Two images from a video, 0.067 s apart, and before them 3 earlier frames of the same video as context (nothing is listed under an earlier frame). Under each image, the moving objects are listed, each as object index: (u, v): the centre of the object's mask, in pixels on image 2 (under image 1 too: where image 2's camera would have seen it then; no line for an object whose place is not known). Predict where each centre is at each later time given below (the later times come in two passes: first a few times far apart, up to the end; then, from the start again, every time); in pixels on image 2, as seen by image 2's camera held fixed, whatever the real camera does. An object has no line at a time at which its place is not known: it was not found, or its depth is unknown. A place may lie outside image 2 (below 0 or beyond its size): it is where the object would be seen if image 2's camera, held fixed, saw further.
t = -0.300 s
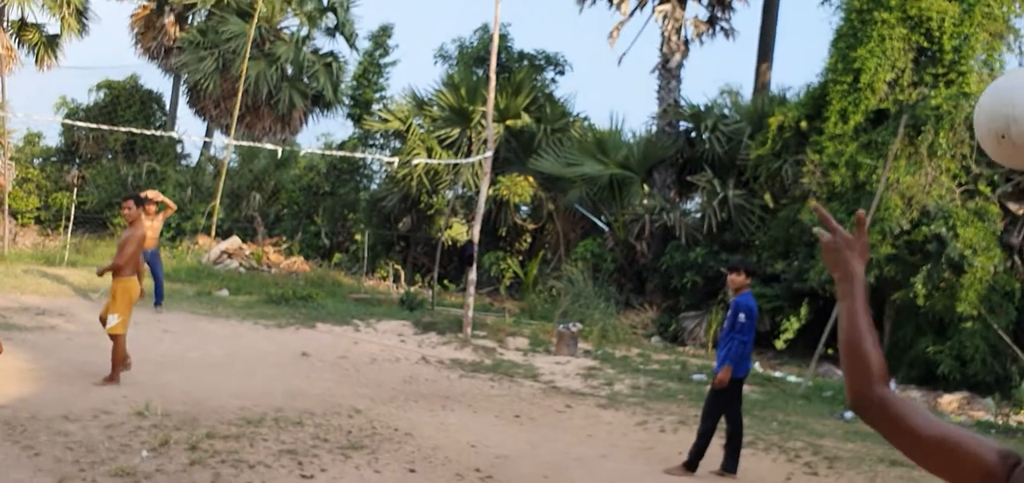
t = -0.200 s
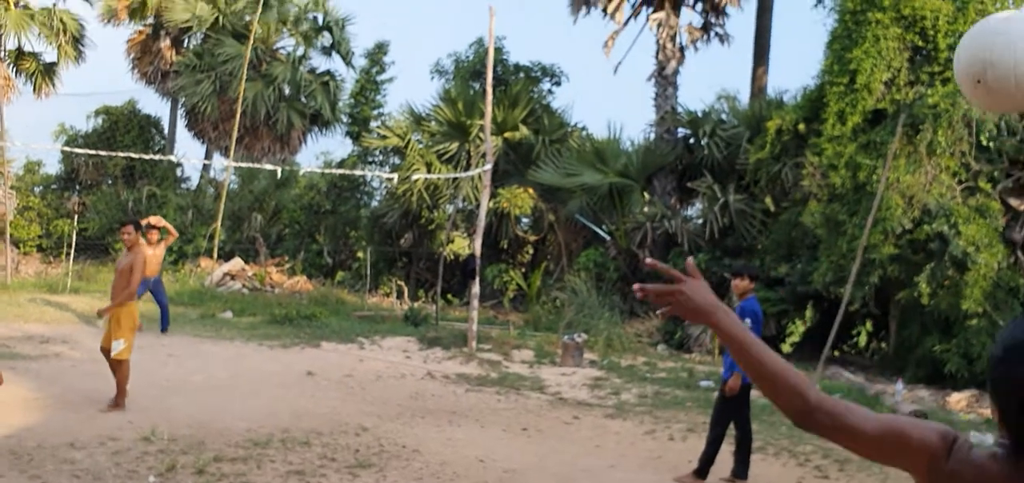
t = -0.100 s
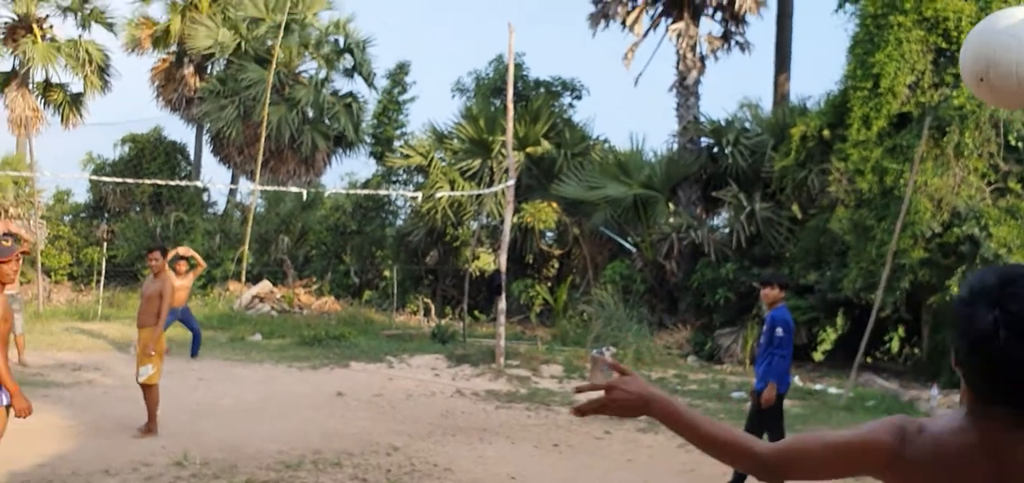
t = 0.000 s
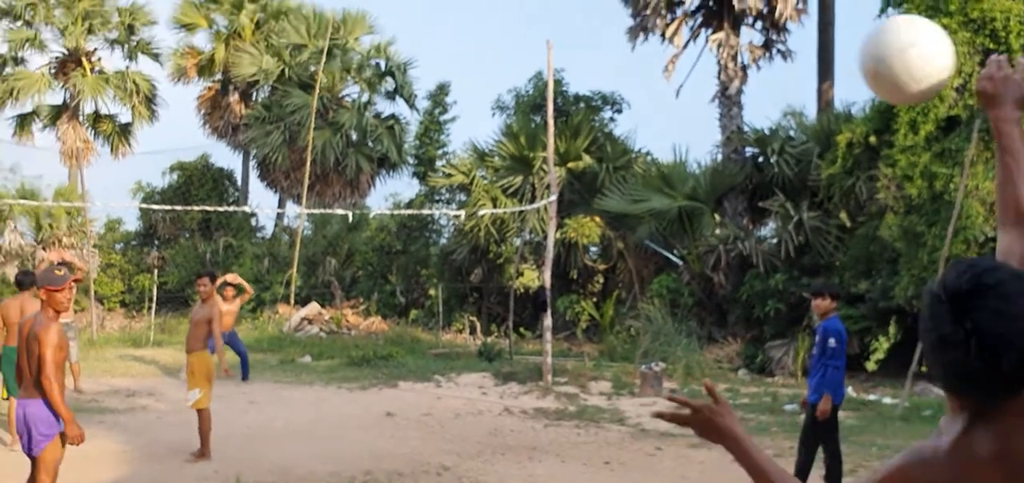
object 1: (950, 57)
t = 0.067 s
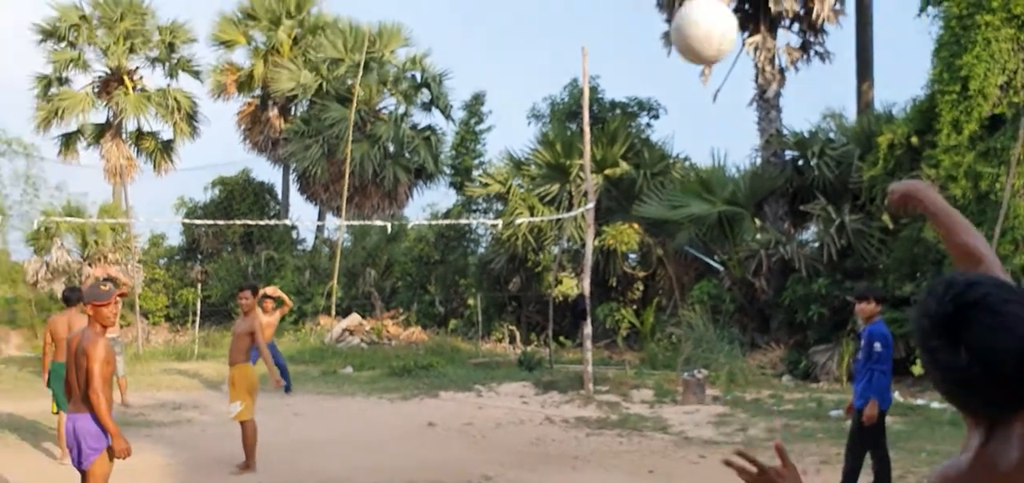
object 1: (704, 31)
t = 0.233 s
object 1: (451, 33)
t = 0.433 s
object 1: (329, 82)
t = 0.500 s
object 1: (304, 102)
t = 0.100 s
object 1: (629, 27)
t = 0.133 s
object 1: (570, 25)
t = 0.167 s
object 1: (522, 26)
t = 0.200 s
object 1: (484, 28)
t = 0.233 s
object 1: (451, 33)
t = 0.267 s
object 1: (424, 39)
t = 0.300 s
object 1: (400, 46)
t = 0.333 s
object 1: (379, 54)
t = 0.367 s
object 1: (360, 63)
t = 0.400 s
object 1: (344, 71)
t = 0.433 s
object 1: (329, 82)
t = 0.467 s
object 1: (316, 91)
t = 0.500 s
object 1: (304, 102)
